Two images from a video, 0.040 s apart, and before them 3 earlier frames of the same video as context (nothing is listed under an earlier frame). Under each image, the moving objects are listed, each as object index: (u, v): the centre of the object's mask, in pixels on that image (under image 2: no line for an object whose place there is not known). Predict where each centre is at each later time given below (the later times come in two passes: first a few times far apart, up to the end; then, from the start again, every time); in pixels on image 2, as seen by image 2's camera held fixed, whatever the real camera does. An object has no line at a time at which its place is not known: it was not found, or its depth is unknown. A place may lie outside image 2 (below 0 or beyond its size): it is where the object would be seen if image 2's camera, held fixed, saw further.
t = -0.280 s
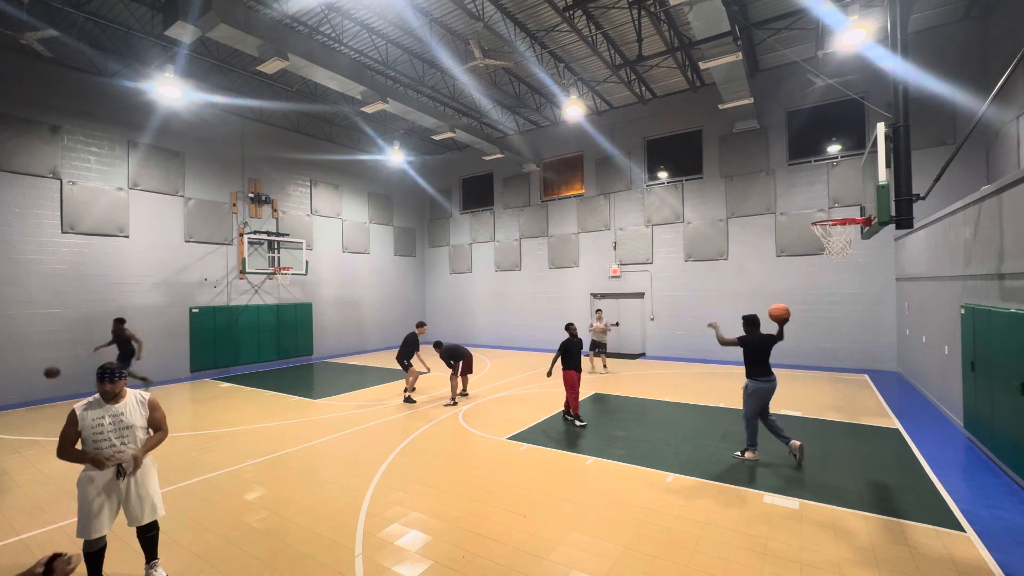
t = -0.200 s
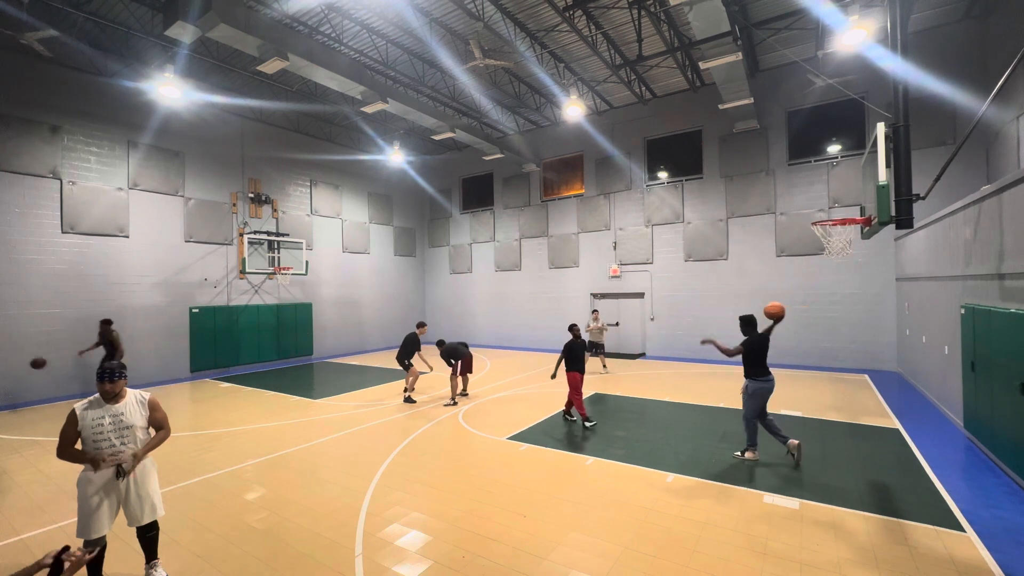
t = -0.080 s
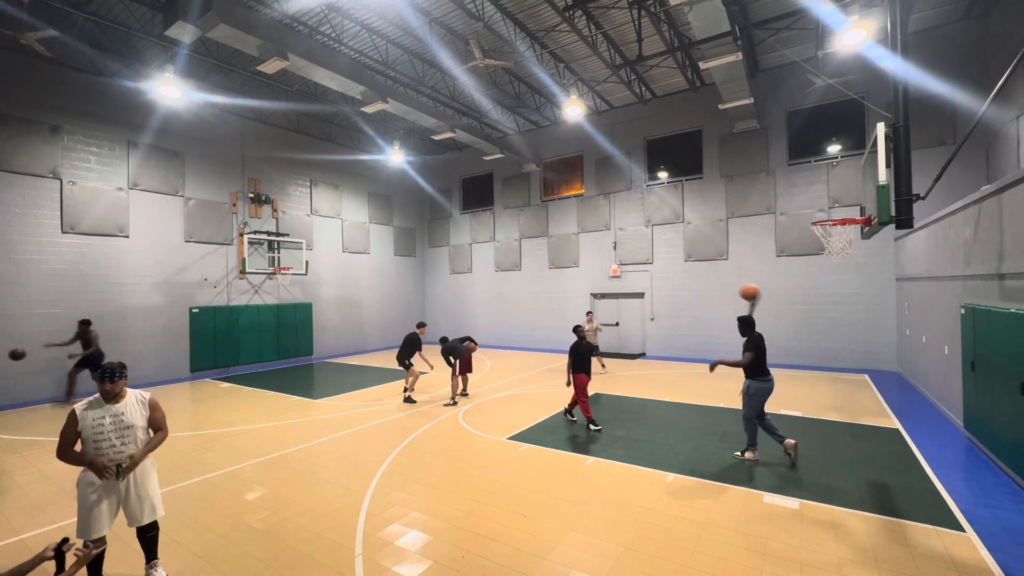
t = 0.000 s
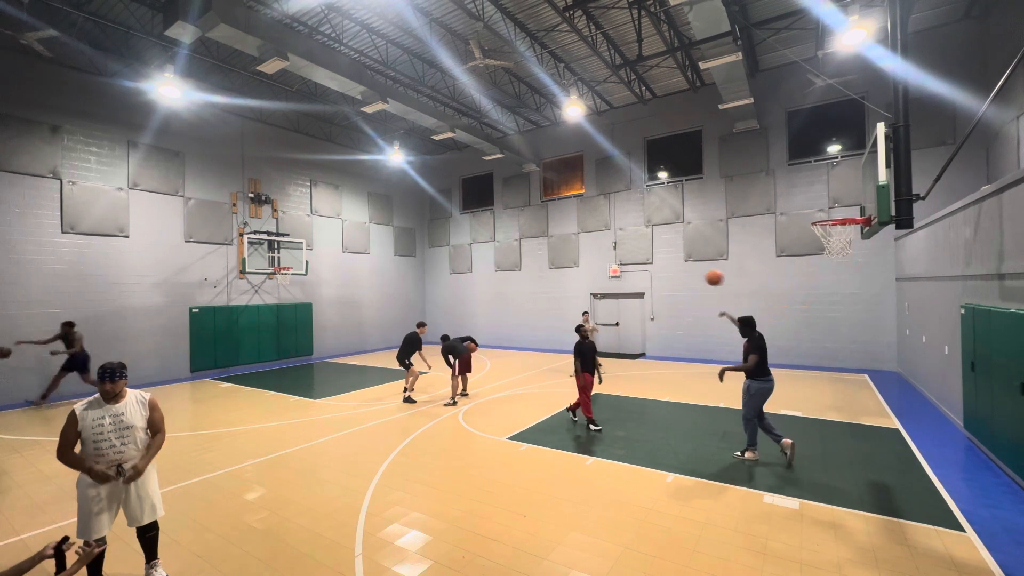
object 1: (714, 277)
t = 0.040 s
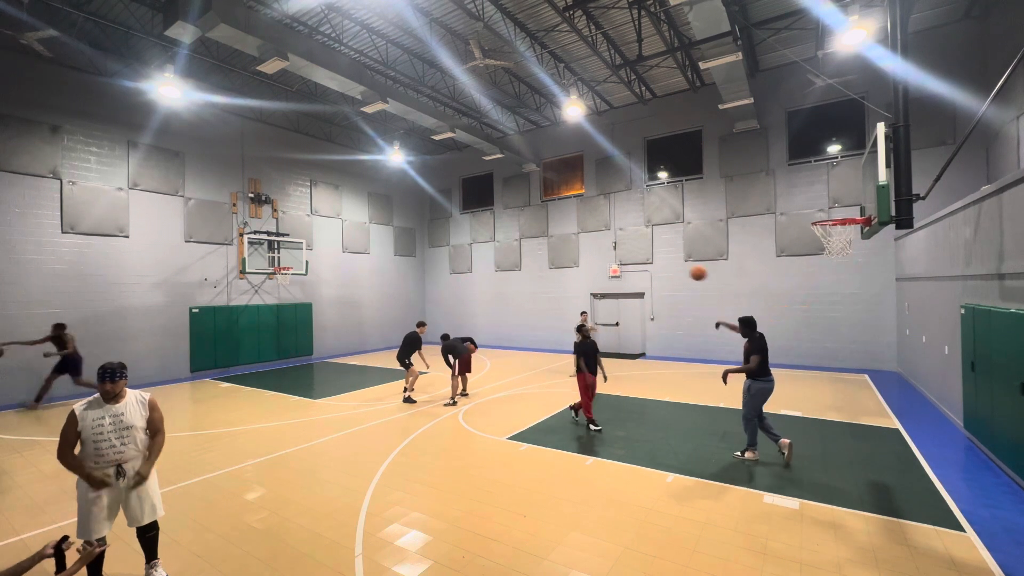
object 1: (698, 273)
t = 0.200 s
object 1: (646, 267)
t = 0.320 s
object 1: (615, 271)
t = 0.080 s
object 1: (683, 270)
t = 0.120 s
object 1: (670, 268)
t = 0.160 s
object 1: (657, 267)
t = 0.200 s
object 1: (646, 267)
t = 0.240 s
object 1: (634, 267)
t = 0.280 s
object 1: (625, 269)
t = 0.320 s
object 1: (615, 271)
